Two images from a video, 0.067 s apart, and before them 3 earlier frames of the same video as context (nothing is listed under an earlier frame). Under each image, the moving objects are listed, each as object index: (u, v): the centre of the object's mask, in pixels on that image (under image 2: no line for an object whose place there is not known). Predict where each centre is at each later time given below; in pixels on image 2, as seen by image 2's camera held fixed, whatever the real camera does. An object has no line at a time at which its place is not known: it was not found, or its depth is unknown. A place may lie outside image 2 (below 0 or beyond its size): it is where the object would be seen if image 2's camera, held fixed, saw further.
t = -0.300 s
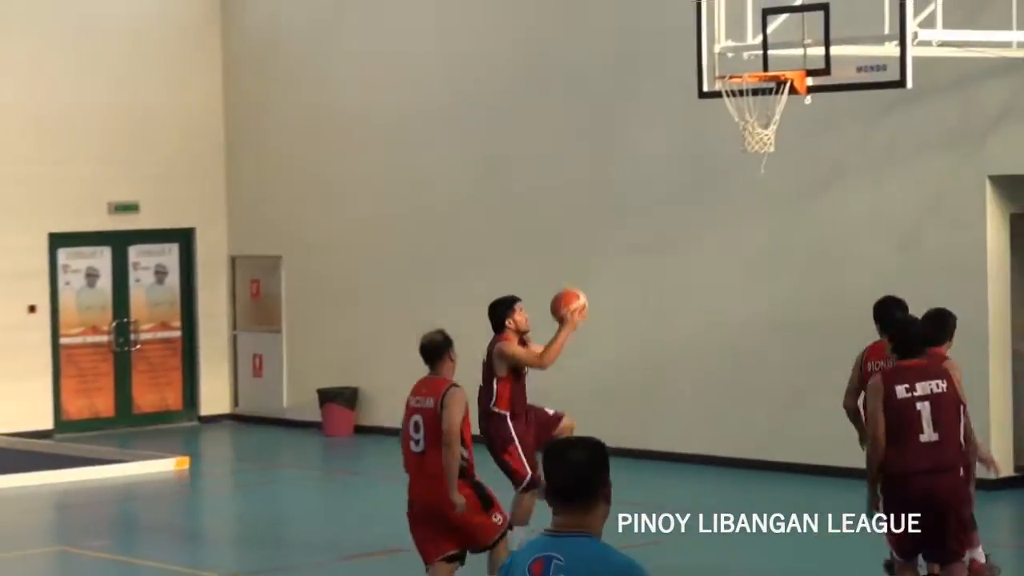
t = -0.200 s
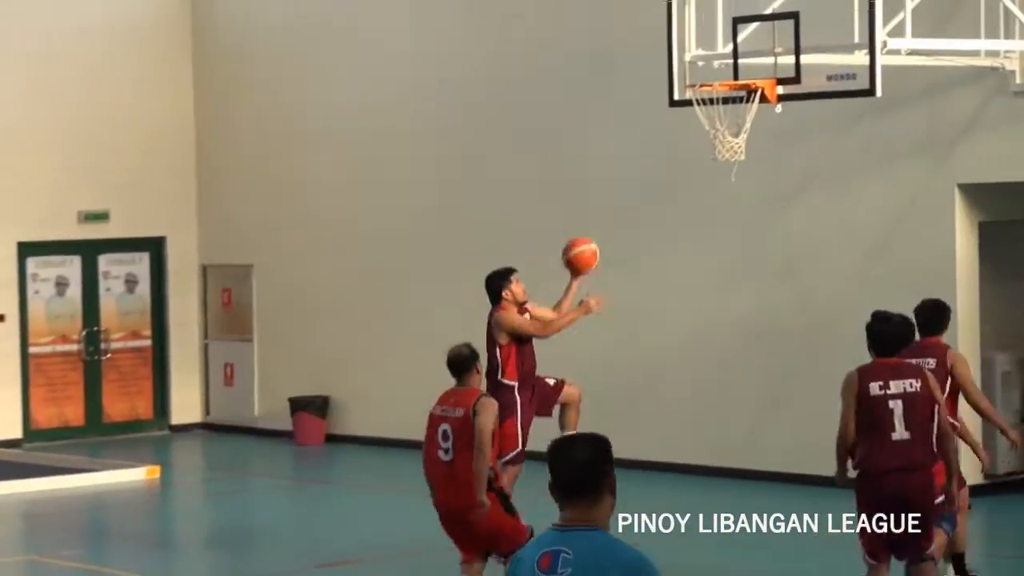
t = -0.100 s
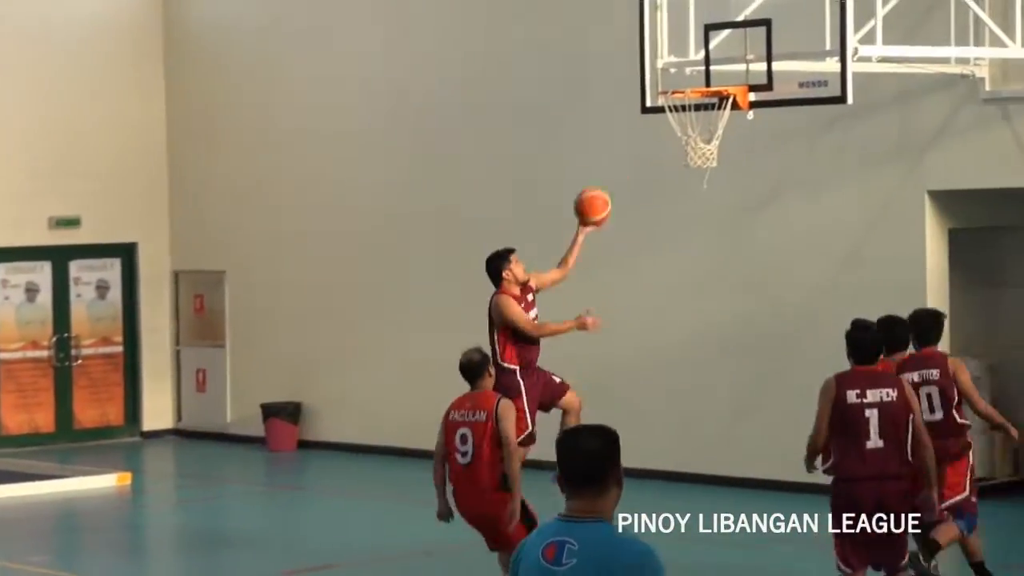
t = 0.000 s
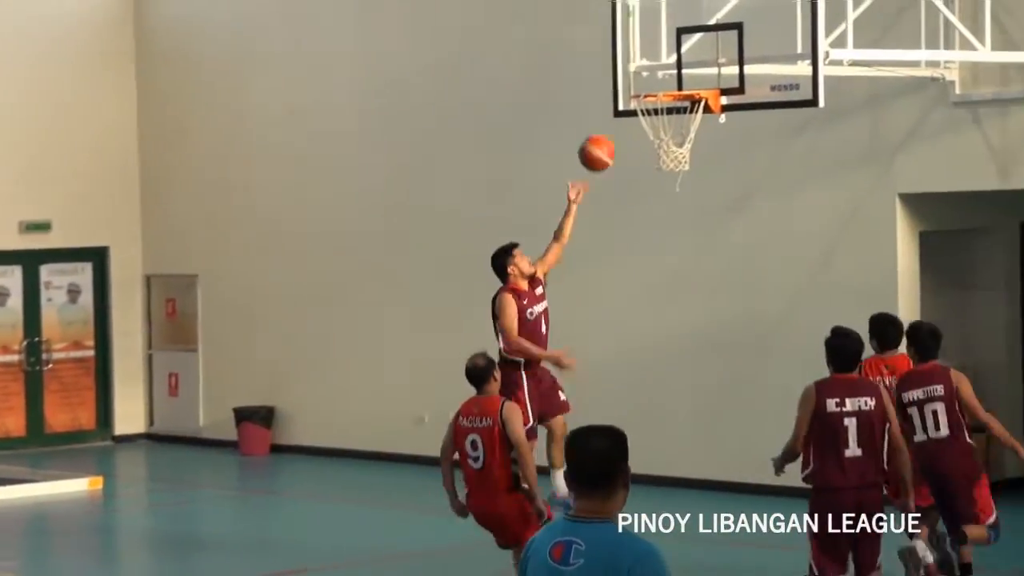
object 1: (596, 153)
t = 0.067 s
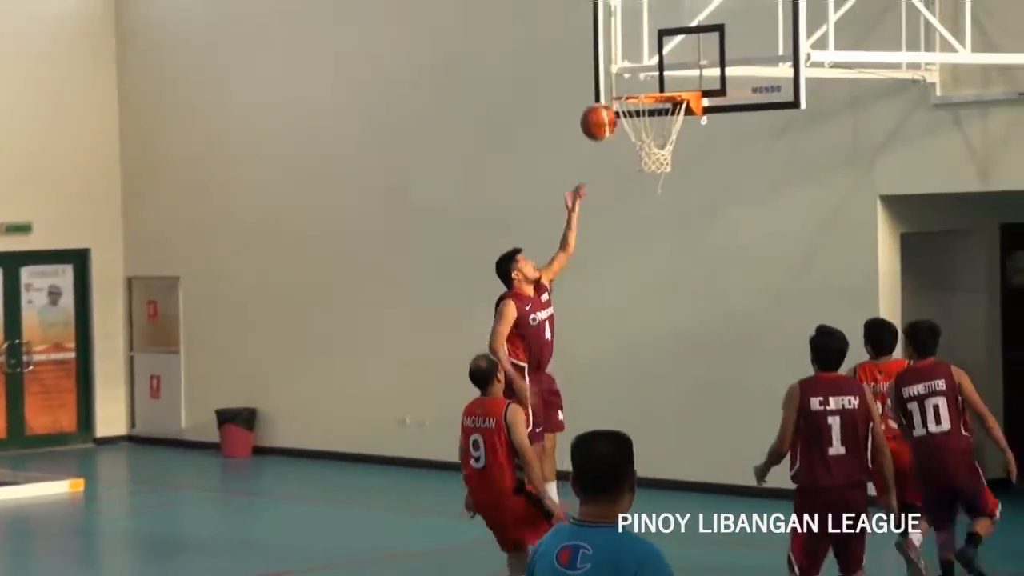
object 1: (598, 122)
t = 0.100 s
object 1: (606, 110)
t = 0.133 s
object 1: (615, 93)
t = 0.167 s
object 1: (626, 84)
